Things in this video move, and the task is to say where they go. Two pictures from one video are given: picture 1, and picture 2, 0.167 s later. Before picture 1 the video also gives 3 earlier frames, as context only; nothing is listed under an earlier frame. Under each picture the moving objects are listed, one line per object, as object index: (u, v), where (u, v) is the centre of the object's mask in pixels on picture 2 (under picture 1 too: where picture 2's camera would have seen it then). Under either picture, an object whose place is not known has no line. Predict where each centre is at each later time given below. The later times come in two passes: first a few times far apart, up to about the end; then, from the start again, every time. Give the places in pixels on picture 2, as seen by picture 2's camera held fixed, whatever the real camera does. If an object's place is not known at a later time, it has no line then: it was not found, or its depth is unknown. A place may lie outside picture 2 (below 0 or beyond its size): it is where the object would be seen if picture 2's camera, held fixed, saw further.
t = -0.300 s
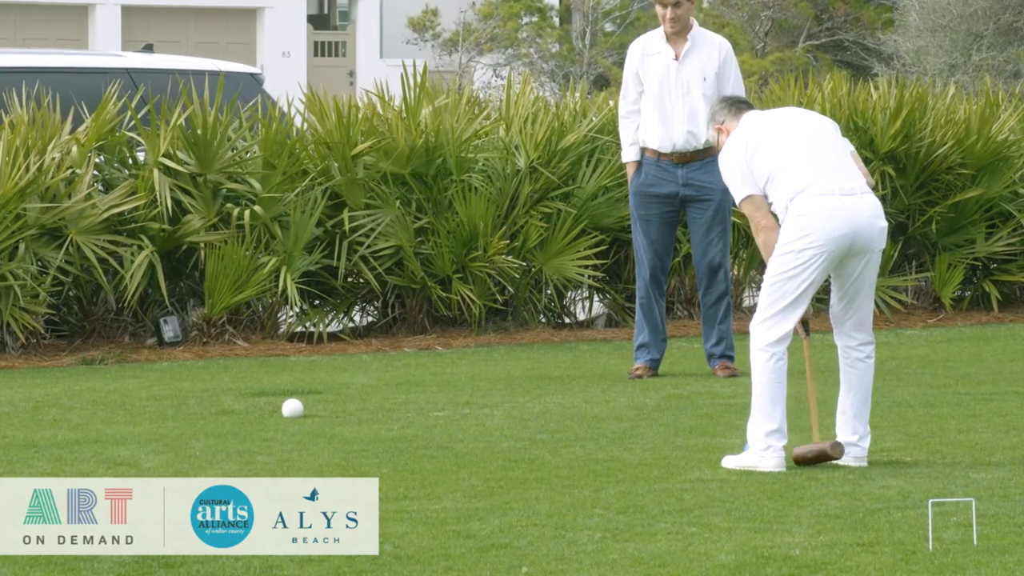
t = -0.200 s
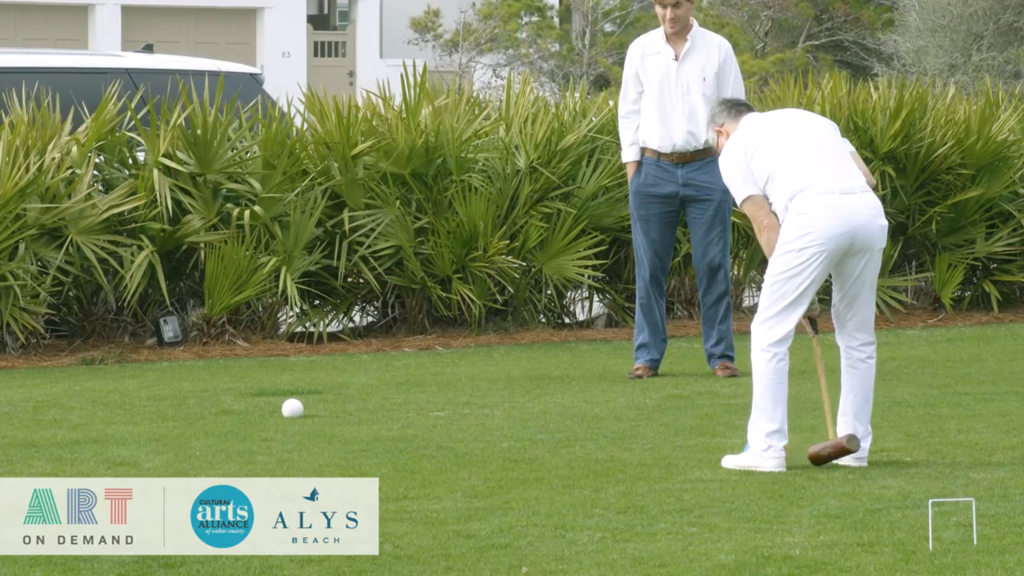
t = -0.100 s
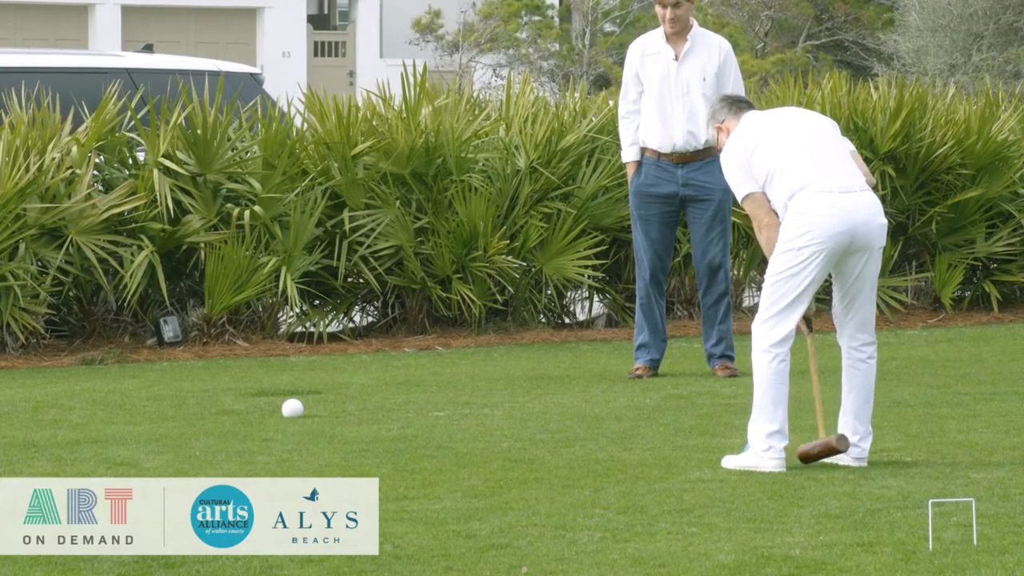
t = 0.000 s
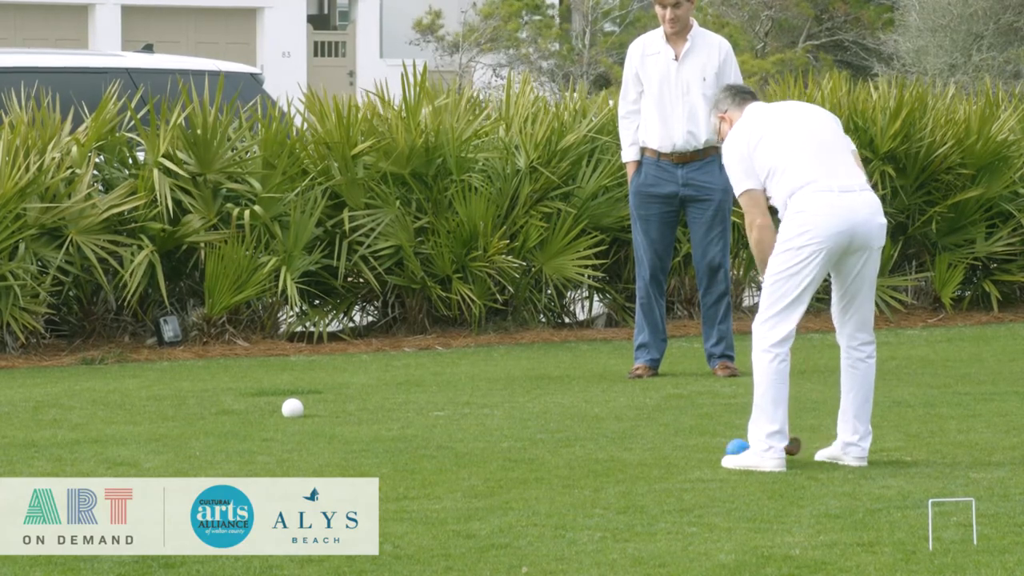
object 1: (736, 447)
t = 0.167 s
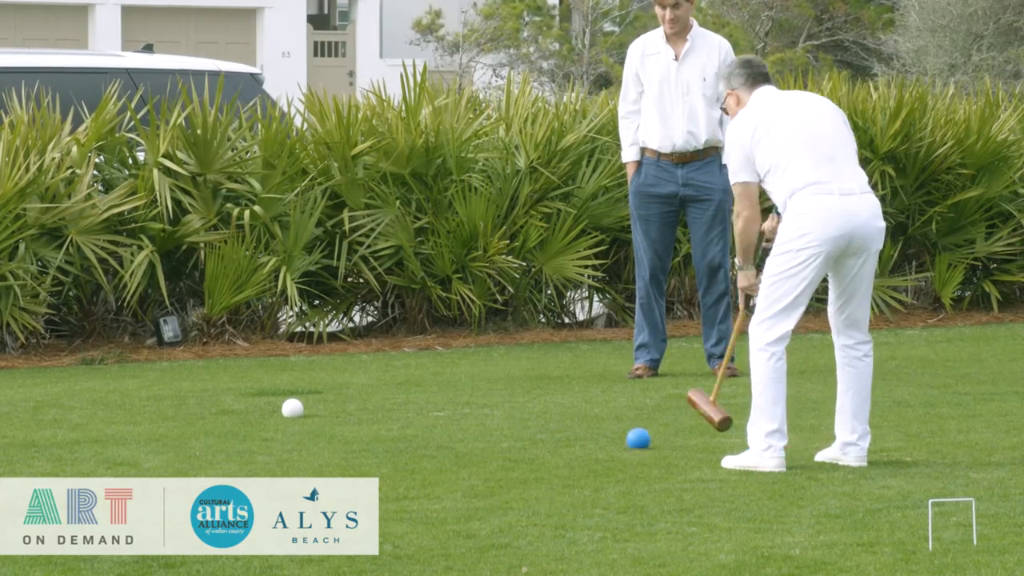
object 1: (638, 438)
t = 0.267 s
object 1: (592, 434)
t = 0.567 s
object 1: (472, 422)
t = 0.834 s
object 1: (384, 413)
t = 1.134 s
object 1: (309, 404)
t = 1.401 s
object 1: (247, 400)
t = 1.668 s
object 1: (195, 397)
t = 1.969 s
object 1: (146, 396)
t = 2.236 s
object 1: (111, 394)
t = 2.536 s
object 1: (82, 394)
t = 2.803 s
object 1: (67, 394)
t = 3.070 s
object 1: (61, 394)
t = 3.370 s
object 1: (62, 394)
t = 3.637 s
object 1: (62, 394)
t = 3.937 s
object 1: (62, 394)
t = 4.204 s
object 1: (62, 394)
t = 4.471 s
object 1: (62, 394)
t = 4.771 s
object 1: (62, 394)
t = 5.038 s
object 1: (62, 394)
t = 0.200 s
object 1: (622, 435)
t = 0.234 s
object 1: (607, 434)
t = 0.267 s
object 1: (592, 434)
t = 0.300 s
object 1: (577, 432)
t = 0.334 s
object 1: (562, 429)
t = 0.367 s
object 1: (549, 427)
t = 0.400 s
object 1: (535, 427)
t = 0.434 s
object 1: (521, 427)
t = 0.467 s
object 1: (509, 425)
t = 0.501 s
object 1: (496, 423)
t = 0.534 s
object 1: (484, 422)
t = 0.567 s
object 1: (472, 422)
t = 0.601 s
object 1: (460, 421)
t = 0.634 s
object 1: (448, 419)
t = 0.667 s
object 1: (437, 418)
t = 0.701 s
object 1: (426, 418)
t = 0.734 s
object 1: (414, 417)
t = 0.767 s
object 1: (404, 415)
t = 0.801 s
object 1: (394, 413)
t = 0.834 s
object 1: (384, 413)
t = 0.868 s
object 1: (374, 414)
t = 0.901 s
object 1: (364, 413)
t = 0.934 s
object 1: (355, 410)
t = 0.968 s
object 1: (346, 409)
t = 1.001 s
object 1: (338, 409)
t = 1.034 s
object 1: (329, 409)
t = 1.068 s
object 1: (322, 406)
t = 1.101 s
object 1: (314, 405)
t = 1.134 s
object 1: (309, 404)
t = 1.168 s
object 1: (304, 404)
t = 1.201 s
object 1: (288, 398)
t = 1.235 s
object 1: (280, 399)
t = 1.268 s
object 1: (275, 400)
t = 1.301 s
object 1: (268, 401)
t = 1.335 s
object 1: (261, 401)
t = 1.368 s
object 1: (254, 400)
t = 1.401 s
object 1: (247, 400)
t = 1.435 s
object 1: (240, 401)
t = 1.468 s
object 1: (233, 399)
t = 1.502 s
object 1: (226, 398)
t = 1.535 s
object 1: (220, 398)
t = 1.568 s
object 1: (213, 399)
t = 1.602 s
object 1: (206, 399)
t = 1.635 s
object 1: (201, 398)
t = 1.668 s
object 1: (195, 397)
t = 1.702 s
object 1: (189, 396)
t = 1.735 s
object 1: (183, 397)
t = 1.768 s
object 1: (178, 397)
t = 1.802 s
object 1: (172, 396)
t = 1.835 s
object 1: (167, 396)
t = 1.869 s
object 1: (162, 397)
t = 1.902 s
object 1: (156, 396)
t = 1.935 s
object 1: (151, 395)
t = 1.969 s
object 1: (146, 396)
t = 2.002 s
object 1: (141, 395)
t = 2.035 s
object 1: (137, 395)
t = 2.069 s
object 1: (132, 395)
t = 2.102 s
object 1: (127, 395)
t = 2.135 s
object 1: (123, 395)
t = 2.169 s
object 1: (119, 394)
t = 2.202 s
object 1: (115, 394)
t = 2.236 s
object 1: (111, 394)
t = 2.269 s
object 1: (108, 394)
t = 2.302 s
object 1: (104, 395)
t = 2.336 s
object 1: (100, 394)
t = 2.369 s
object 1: (97, 394)
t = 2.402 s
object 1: (94, 394)
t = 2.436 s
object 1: (91, 394)
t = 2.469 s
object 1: (88, 394)
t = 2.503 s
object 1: (85, 394)
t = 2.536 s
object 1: (82, 394)
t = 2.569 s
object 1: (80, 394)
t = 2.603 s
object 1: (78, 394)
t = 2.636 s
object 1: (75, 394)
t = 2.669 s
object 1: (74, 395)
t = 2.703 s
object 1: (72, 394)
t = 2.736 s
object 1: (70, 394)
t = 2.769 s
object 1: (68, 394)
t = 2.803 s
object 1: (67, 394)
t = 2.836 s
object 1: (66, 394)
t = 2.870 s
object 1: (64, 394)
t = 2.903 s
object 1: (62, 394)
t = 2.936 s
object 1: (62, 394)
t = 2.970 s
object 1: (61, 394)
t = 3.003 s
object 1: (61, 394)
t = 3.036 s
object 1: (61, 394)
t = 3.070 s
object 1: (61, 394)
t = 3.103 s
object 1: (61, 394)
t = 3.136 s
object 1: (61, 394)
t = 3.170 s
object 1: (61, 394)
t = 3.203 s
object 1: (61, 394)
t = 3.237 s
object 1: (61, 394)
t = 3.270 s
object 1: (62, 394)
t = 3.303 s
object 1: (62, 394)
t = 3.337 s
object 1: (62, 394)
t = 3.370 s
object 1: (62, 394)
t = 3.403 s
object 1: (62, 394)
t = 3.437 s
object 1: (62, 394)
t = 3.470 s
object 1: (62, 394)
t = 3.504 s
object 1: (62, 394)
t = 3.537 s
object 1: (62, 394)
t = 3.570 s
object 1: (62, 394)
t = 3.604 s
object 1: (62, 394)
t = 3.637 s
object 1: (62, 394)
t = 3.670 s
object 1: (62, 394)
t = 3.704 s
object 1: (62, 394)
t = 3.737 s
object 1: (62, 394)
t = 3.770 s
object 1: (62, 394)
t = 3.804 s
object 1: (62, 394)
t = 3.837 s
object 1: (62, 394)
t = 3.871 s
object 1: (62, 394)
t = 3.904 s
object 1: (62, 394)
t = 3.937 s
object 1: (62, 394)
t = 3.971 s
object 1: (62, 394)
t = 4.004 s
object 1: (62, 394)
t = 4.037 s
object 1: (62, 394)
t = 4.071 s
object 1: (62, 394)
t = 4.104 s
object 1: (62, 394)
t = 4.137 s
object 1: (62, 394)
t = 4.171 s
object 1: (62, 394)
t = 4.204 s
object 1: (62, 394)
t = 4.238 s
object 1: (62, 394)
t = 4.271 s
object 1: (62, 394)
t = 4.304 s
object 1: (62, 394)
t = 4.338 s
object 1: (62, 394)
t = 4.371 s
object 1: (62, 394)
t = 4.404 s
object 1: (62, 394)
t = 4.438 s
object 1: (62, 394)
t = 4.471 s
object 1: (62, 394)
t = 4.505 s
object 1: (62, 394)
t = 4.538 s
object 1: (62, 394)
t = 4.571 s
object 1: (62, 394)
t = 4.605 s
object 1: (62, 394)
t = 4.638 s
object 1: (62, 394)
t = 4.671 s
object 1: (62, 394)
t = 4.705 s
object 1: (62, 394)
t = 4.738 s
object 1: (62, 394)
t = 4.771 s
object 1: (62, 394)
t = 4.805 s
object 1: (62, 394)
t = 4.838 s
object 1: (62, 394)
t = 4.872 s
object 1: (62, 394)
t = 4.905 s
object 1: (62, 394)
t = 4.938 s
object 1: (62, 394)
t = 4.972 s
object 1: (62, 394)
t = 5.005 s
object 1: (62, 394)
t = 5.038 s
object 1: (62, 394)
